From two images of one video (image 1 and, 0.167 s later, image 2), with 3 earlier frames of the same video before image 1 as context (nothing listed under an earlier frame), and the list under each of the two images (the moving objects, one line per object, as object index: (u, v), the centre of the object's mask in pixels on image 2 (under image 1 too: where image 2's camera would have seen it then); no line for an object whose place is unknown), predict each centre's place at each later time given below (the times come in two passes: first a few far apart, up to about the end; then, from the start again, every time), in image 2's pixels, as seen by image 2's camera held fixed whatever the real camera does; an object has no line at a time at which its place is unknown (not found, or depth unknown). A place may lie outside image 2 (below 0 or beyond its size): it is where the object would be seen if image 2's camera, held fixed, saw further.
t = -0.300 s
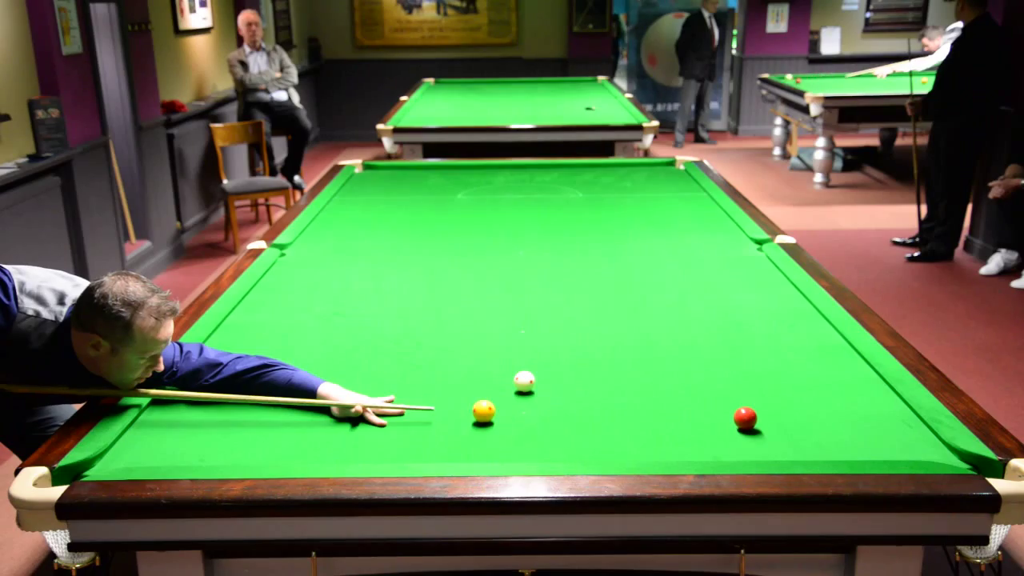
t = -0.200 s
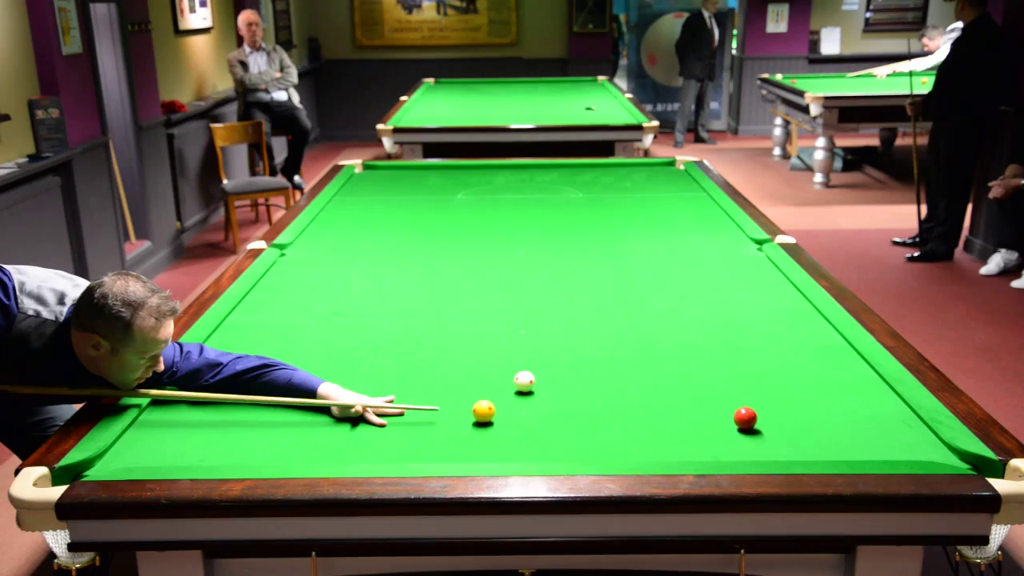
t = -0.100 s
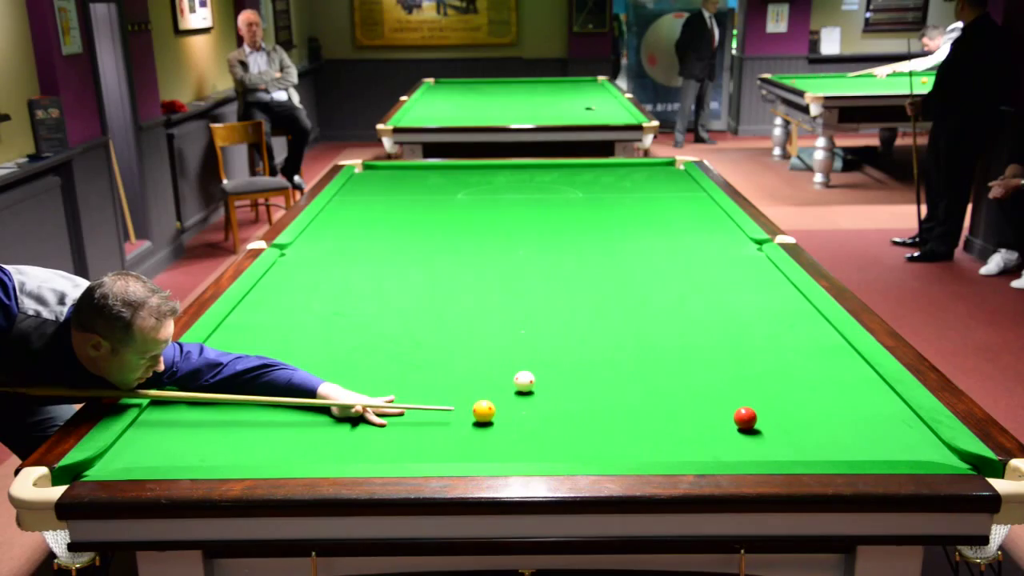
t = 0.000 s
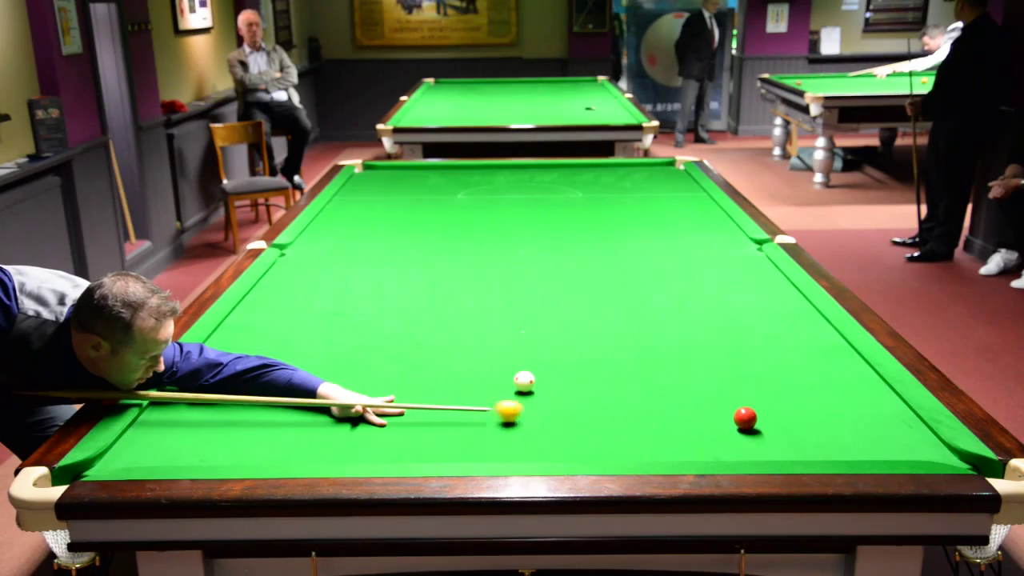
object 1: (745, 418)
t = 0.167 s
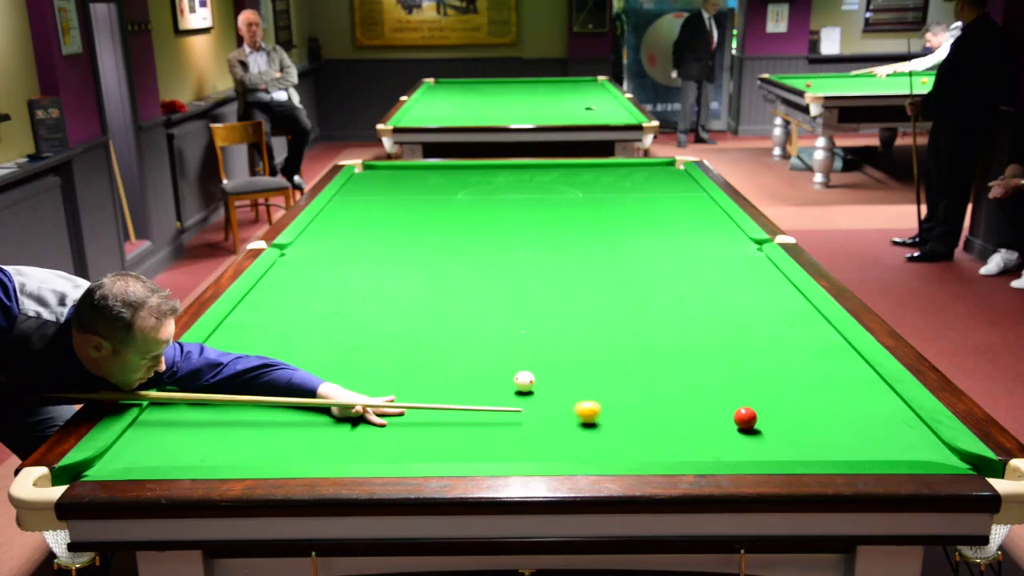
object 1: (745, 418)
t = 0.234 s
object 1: (745, 418)
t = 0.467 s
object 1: (745, 418)
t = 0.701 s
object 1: (810, 431)
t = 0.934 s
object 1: (870, 444)
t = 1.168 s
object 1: (931, 453)
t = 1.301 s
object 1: (968, 464)
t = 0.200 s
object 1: (745, 418)
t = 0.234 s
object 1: (745, 418)
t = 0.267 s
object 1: (745, 418)
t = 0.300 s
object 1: (745, 418)
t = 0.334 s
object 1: (745, 418)
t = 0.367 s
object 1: (745, 418)
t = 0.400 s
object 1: (745, 418)
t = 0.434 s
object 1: (745, 418)
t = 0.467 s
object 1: (745, 418)
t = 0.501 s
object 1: (754, 420)
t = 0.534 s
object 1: (765, 422)
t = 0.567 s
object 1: (775, 424)
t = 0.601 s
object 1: (784, 426)
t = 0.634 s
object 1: (793, 428)
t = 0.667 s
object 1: (802, 430)
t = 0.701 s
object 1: (810, 431)
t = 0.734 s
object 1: (819, 433)
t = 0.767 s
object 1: (827, 434)
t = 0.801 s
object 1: (835, 437)
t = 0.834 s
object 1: (844, 438)
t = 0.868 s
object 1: (853, 440)
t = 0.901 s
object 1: (861, 442)
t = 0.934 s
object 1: (870, 444)
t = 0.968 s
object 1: (879, 445)
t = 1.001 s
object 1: (887, 447)
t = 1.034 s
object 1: (896, 448)
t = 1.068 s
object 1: (904, 449)
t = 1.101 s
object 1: (913, 450)
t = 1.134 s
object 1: (922, 451)
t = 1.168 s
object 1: (931, 453)
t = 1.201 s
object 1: (940, 454)
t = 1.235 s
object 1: (950, 456)
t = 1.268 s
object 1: (959, 459)
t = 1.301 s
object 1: (968, 464)
